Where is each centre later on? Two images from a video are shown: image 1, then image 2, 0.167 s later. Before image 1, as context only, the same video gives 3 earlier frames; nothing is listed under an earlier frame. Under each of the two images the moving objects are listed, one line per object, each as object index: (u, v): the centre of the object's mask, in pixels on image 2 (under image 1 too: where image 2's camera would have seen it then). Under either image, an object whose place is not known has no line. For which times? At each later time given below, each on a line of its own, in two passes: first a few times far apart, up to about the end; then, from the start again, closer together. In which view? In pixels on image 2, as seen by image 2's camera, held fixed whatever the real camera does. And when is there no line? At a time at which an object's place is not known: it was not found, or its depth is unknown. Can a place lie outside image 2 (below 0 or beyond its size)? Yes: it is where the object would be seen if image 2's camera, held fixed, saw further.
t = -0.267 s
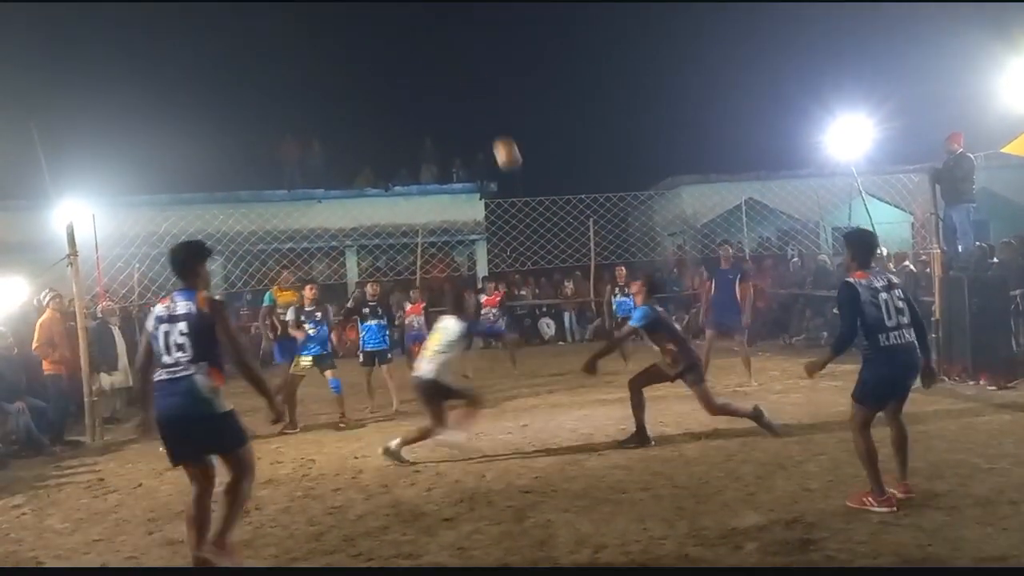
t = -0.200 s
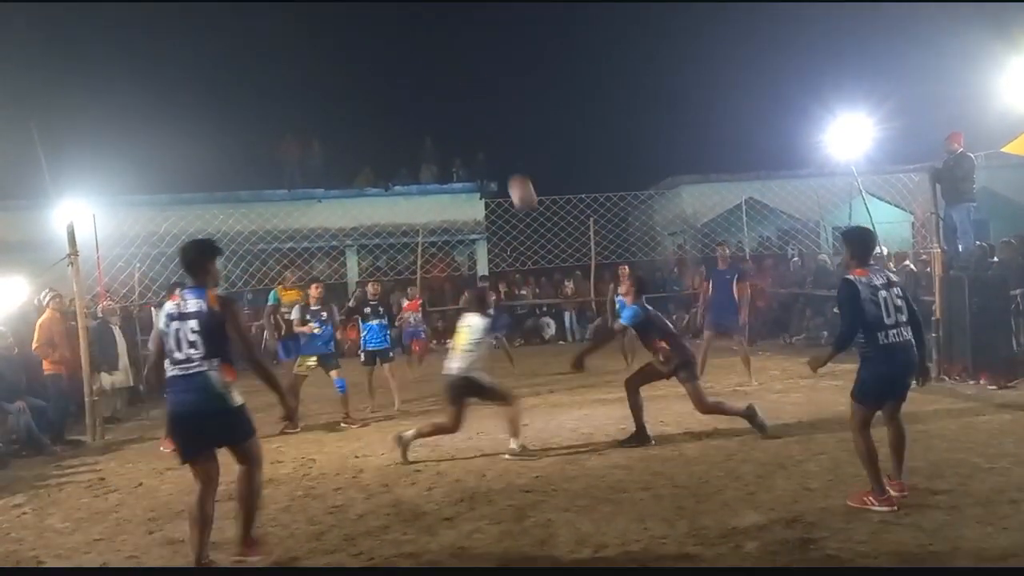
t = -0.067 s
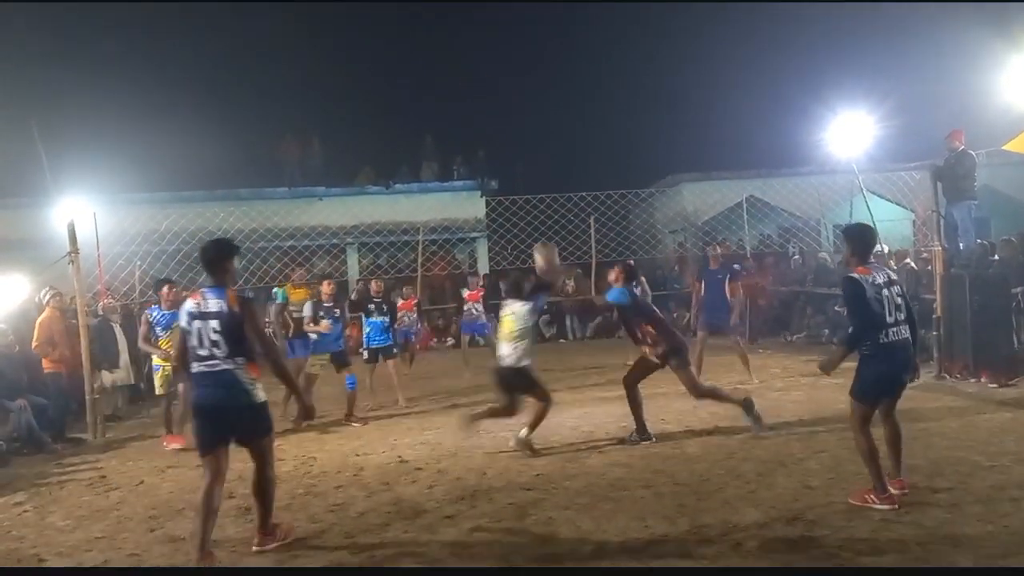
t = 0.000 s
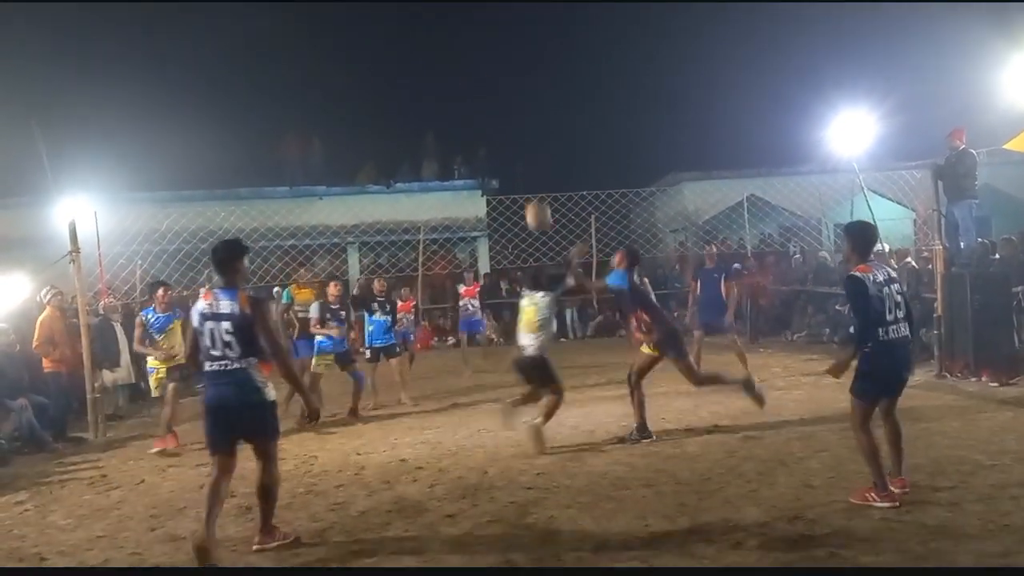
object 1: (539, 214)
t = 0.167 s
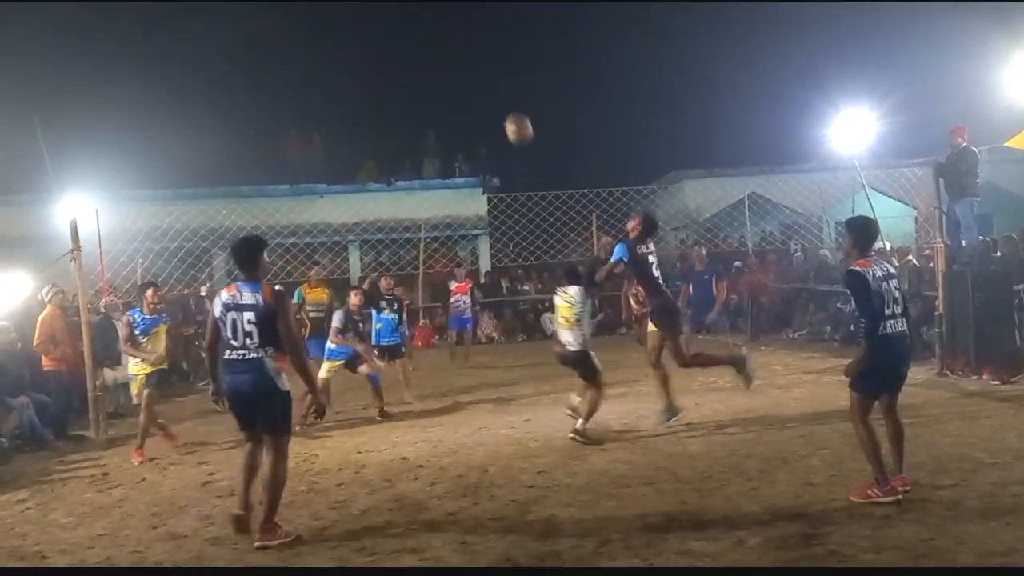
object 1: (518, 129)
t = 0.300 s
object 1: (503, 84)
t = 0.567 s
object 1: (472, 51)
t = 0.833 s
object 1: (446, 108)
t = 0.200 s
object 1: (514, 116)
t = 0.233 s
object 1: (510, 104)
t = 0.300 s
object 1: (503, 84)
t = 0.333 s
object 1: (499, 74)
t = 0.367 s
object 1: (494, 67)
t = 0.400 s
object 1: (491, 62)
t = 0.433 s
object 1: (487, 57)
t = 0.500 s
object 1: (479, 51)
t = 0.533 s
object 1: (476, 50)
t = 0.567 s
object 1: (472, 51)
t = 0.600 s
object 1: (469, 54)
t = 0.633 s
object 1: (465, 57)
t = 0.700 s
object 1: (458, 67)
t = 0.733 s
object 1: (455, 75)
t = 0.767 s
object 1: (451, 85)
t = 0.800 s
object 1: (449, 96)
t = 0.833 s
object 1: (446, 108)
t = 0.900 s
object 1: (440, 135)
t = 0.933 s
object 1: (436, 153)
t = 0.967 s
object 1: (435, 167)
